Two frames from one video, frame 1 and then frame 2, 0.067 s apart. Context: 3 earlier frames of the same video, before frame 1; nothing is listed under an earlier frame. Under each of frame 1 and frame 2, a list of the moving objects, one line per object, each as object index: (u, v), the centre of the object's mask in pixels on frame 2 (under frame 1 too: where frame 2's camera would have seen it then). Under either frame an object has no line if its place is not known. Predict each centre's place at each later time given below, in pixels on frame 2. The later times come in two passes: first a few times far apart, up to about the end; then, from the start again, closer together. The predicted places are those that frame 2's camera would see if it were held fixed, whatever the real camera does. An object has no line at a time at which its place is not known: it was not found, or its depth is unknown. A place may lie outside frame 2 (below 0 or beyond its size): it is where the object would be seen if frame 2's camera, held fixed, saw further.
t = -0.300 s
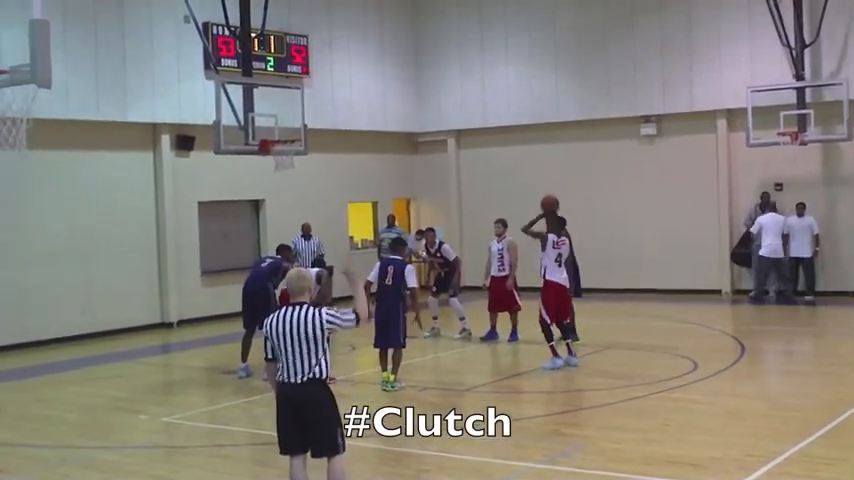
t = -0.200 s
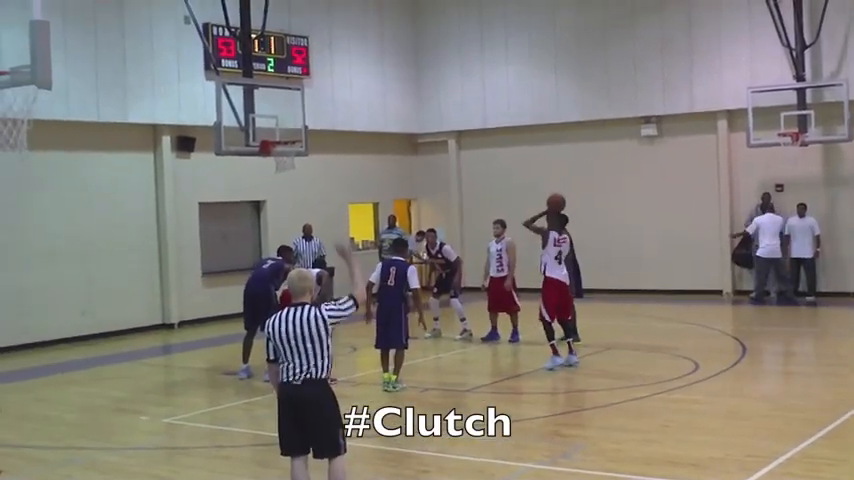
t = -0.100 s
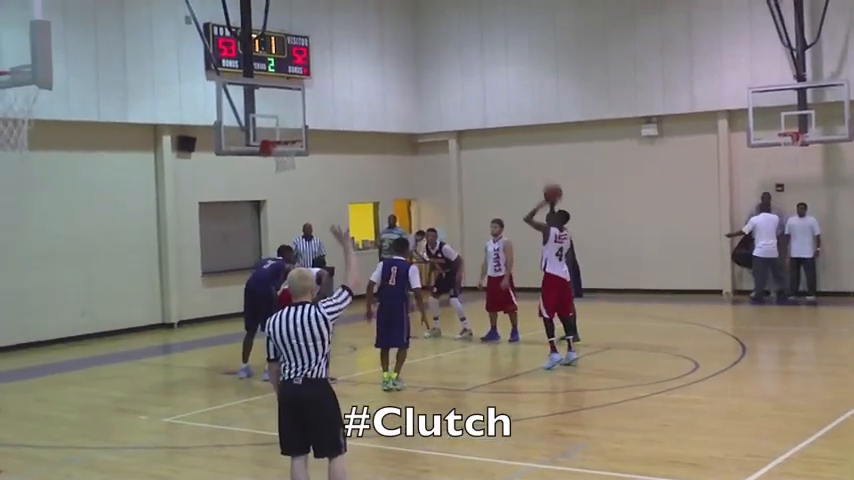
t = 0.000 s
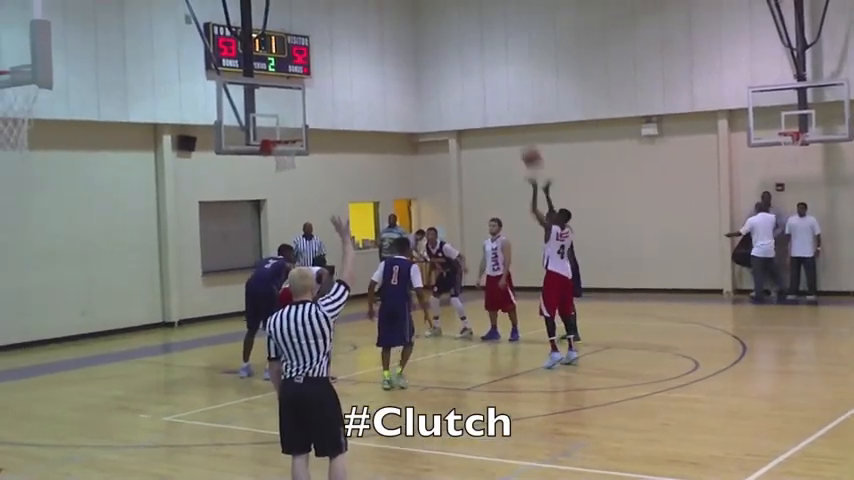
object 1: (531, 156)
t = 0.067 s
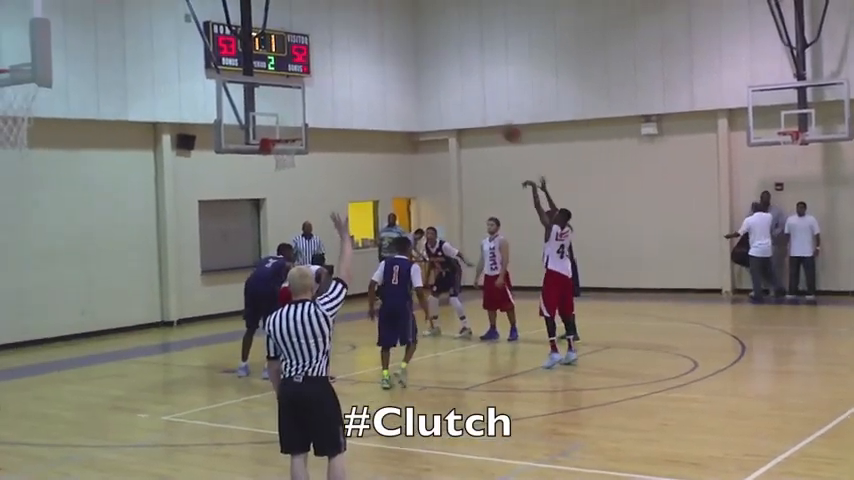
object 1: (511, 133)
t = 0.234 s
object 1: (465, 88)
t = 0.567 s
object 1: (382, 63)
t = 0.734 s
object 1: (345, 81)
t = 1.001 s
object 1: (298, 127)
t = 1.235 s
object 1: (283, 122)
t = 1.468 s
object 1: (282, 125)
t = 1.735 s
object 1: (296, 129)
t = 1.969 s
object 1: (292, 134)
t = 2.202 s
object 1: (283, 159)
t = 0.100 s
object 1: (501, 120)
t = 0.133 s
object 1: (491, 111)
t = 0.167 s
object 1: (483, 103)
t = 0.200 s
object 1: (474, 94)
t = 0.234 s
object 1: (465, 88)
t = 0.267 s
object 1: (456, 81)
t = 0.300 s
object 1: (447, 76)
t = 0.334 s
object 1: (439, 72)
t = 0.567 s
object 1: (382, 63)
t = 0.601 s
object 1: (374, 66)
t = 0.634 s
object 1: (367, 68)
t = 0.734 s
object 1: (345, 81)
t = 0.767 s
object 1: (338, 87)
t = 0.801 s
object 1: (331, 94)
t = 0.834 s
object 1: (324, 101)
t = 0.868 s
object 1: (318, 108)
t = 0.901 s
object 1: (311, 117)
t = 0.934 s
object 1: (304, 127)
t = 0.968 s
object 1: (300, 130)
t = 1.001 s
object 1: (298, 127)
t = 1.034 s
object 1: (296, 124)
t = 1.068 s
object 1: (293, 121)
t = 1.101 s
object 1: (291, 120)
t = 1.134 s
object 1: (289, 119)
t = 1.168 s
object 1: (287, 119)
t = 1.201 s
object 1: (285, 120)
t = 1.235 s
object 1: (283, 122)
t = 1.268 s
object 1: (281, 124)
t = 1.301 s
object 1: (279, 126)
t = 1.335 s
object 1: (277, 130)
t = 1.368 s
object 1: (276, 130)
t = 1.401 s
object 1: (277, 128)
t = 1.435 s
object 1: (279, 126)
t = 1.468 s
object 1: (282, 125)
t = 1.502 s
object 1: (284, 124)
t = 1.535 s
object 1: (286, 125)
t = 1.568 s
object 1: (289, 125)
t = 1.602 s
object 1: (292, 127)
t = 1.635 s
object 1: (294, 129)
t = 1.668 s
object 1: (296, 131)
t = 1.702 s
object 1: (296, 130)
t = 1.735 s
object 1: (296, 129)
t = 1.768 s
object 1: (295, 129)
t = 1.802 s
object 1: (296, 129)
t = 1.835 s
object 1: (295, 130)
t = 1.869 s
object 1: (295, 132)
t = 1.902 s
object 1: (294, 133)
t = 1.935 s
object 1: (293, 134)
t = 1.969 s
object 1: (292, 134)
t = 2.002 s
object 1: (290, 137)
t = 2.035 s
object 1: (289, 141)
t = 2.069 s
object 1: (289, 145)
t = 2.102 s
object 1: (287, 148)
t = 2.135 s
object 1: (285, 152)
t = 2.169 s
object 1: (284, 157)
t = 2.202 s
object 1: (283, 159)
